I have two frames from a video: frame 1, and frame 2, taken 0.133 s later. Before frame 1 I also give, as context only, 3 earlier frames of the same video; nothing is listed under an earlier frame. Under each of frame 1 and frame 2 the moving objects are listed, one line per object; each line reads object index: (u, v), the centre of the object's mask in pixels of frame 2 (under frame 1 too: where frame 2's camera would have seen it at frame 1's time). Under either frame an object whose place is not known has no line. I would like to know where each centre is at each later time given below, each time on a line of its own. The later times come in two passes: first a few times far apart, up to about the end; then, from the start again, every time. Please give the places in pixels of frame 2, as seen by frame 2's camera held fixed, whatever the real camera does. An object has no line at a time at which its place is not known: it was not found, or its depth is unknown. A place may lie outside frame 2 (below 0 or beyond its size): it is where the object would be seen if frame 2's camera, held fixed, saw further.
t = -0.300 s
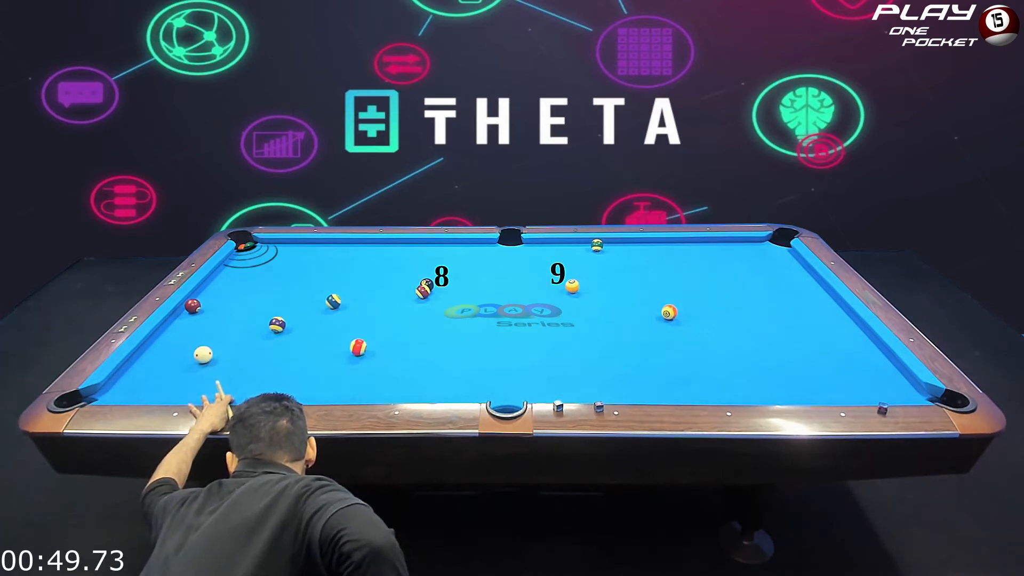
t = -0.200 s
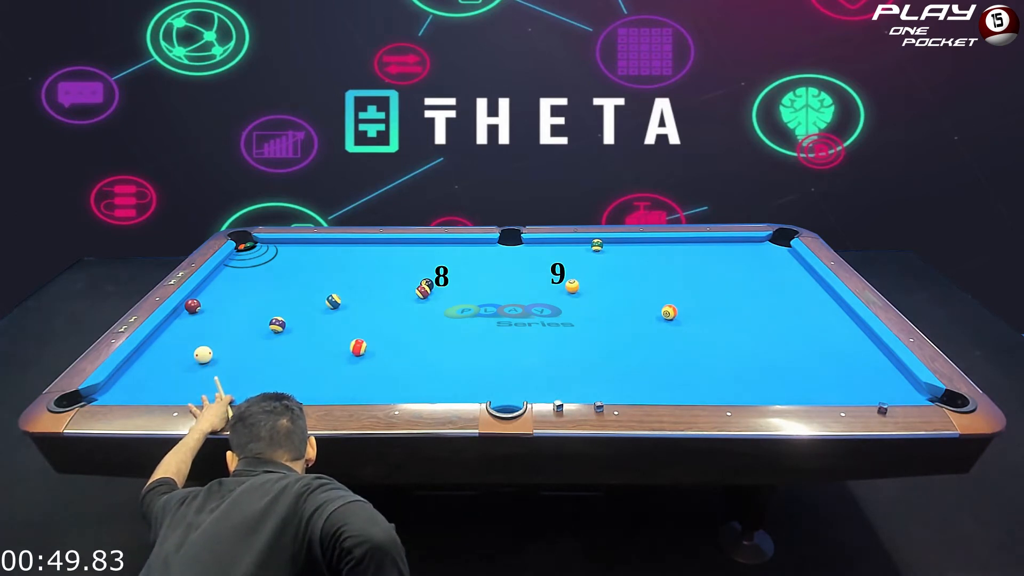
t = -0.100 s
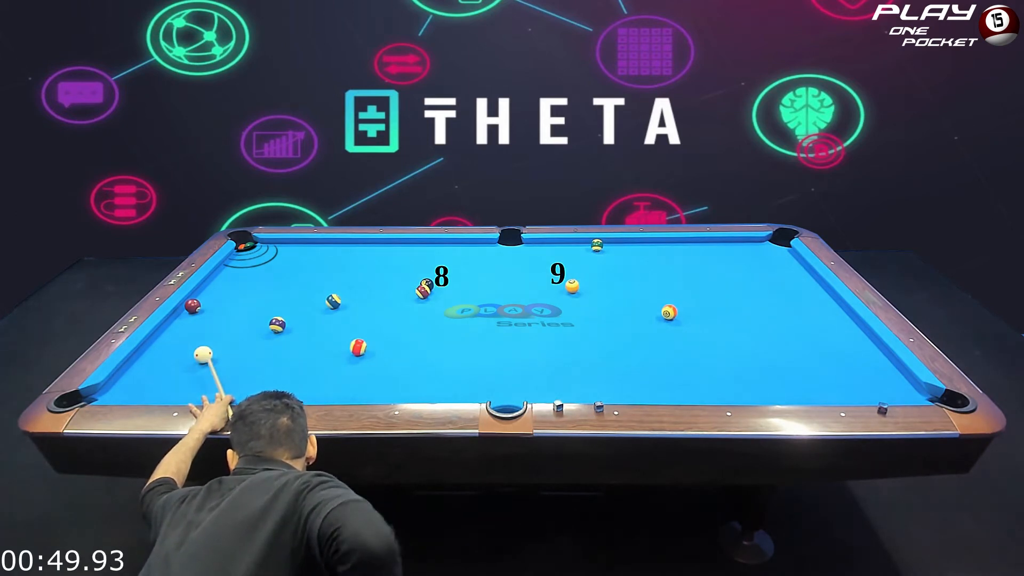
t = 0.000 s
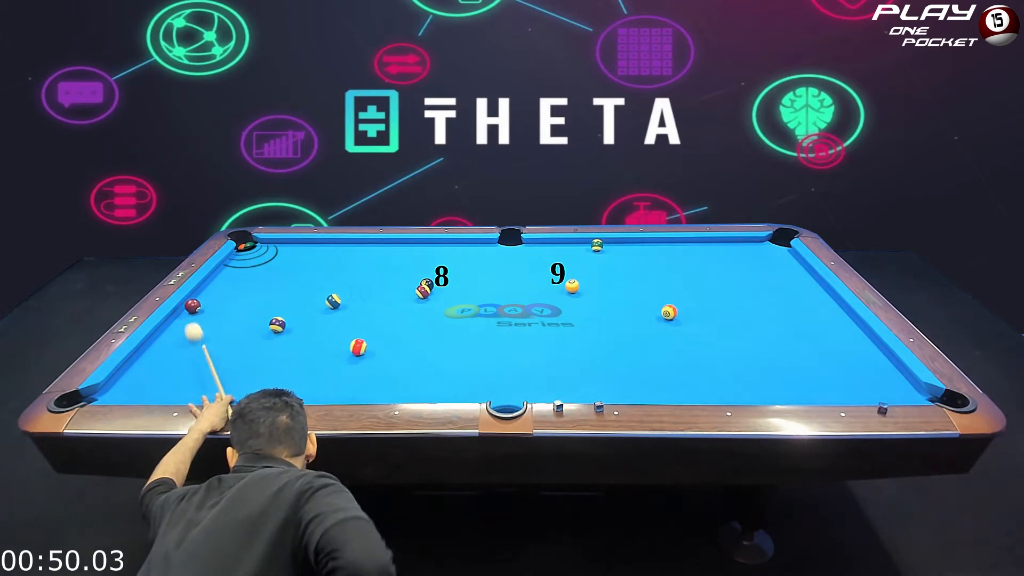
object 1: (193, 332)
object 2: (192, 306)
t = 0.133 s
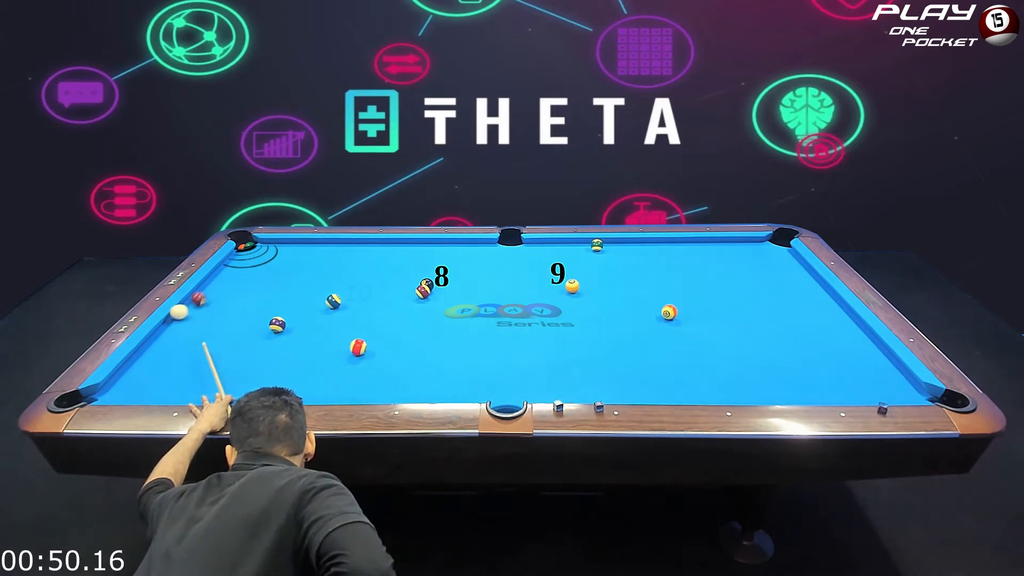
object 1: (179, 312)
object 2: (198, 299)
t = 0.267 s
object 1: (206, 303)
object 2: (213, 282)
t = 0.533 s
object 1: (256, 285)
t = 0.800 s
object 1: (300, 269)
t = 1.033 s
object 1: (334, 257)
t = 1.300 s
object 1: (368, 245)
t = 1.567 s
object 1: (388, 247)
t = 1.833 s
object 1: (404, 253)
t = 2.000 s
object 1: (413, 257)
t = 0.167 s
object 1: (185, 310)
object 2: (202, 294)
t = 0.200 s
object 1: (192, 308)
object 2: (206, 290)
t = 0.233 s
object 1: (199, 305)
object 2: (209, 286)
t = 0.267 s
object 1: (206, 303)
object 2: (213, 282)
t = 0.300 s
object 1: (213, 300)
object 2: (216, 279)
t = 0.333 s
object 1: (219, 298)
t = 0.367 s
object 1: (226, 296)
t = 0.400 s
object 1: (232, 293)
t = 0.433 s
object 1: (238, 291)
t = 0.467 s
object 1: (244, 289)
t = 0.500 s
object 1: (250, 287)
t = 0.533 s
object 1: (256, 285)
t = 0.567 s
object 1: (262, 283)
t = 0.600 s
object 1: (268, 281)
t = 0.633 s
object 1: (273, 279)
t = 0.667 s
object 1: (279, 277)
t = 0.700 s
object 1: (284, 275)
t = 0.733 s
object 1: (290, 273)
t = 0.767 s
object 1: (295, 271)
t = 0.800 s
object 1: (300, 269)
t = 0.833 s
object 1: (305, 267)
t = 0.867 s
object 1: (310, 266)
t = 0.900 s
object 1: (315, 264)
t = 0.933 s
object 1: (320, 262)
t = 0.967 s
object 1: (324, 260)
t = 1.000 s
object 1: (329, 259)
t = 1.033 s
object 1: (334, 257)
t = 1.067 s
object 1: (338, 256)
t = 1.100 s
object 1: (343, 254)
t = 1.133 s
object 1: (347, 252)
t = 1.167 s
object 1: (351, 251)
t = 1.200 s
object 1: (356, 249)
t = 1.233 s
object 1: (360, 248)
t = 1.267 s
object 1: (364, 246)
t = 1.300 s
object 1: (368, 245)
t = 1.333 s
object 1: (372, 244)
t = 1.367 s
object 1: (376, 242)
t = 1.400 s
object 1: (378, 243)
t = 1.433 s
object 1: (380, 243)
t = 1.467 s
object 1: (382, 244)
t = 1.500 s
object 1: (384, 245)
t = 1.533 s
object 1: (386, 246)
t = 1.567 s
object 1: (388, 247)
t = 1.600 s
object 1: (390, 247)
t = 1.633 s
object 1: (392, 248)
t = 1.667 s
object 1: (394, 249)
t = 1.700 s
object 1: (396, 250)
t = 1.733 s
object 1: (398, 251)
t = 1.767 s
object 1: (400, 251)
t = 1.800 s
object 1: (402, 252)
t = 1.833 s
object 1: (404, 253)
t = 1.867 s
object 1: (406, 254)
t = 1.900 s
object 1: (408, 254)
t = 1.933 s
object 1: (409, 255)
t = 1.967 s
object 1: (411, 256)
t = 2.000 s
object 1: (413, 257)
